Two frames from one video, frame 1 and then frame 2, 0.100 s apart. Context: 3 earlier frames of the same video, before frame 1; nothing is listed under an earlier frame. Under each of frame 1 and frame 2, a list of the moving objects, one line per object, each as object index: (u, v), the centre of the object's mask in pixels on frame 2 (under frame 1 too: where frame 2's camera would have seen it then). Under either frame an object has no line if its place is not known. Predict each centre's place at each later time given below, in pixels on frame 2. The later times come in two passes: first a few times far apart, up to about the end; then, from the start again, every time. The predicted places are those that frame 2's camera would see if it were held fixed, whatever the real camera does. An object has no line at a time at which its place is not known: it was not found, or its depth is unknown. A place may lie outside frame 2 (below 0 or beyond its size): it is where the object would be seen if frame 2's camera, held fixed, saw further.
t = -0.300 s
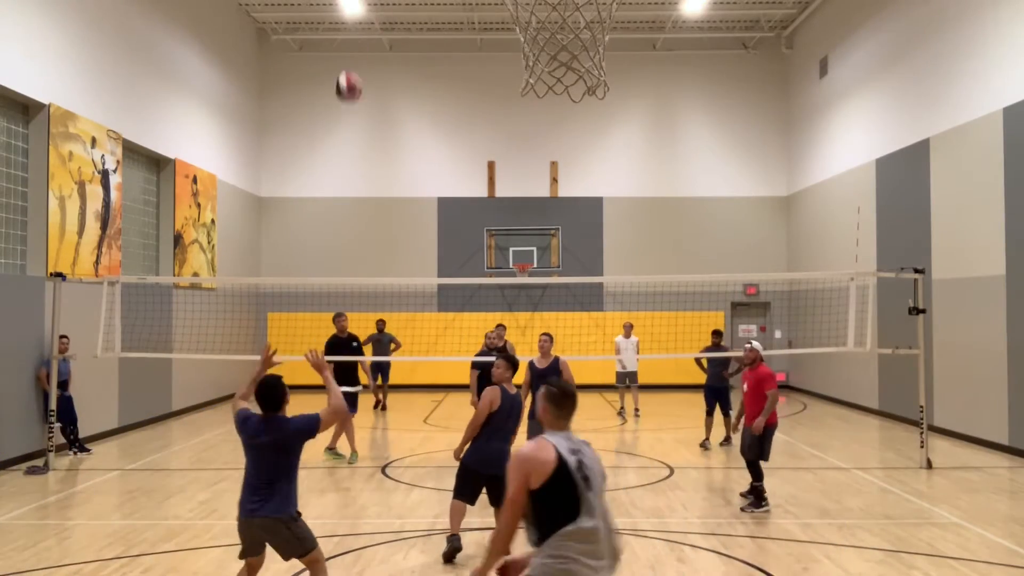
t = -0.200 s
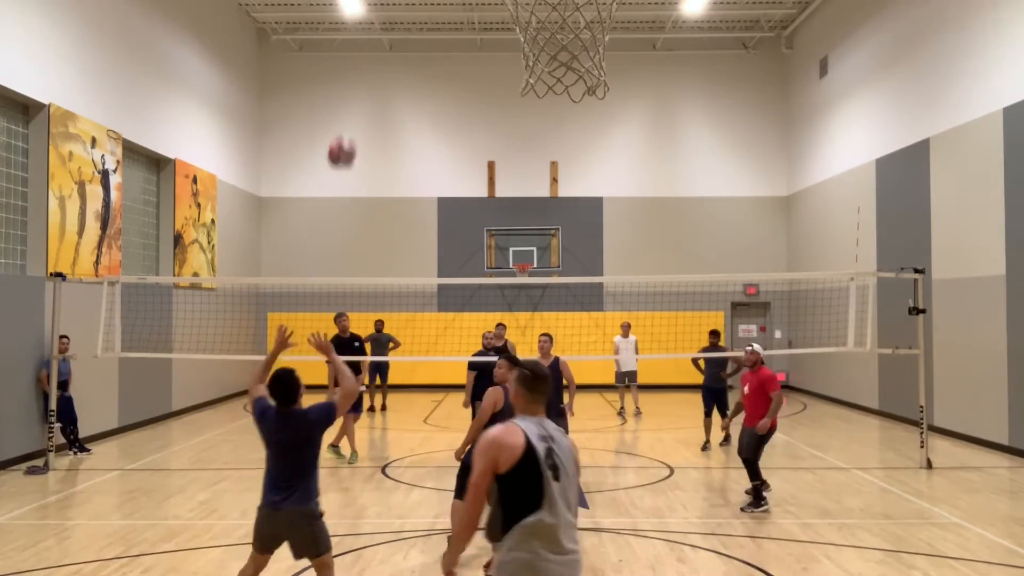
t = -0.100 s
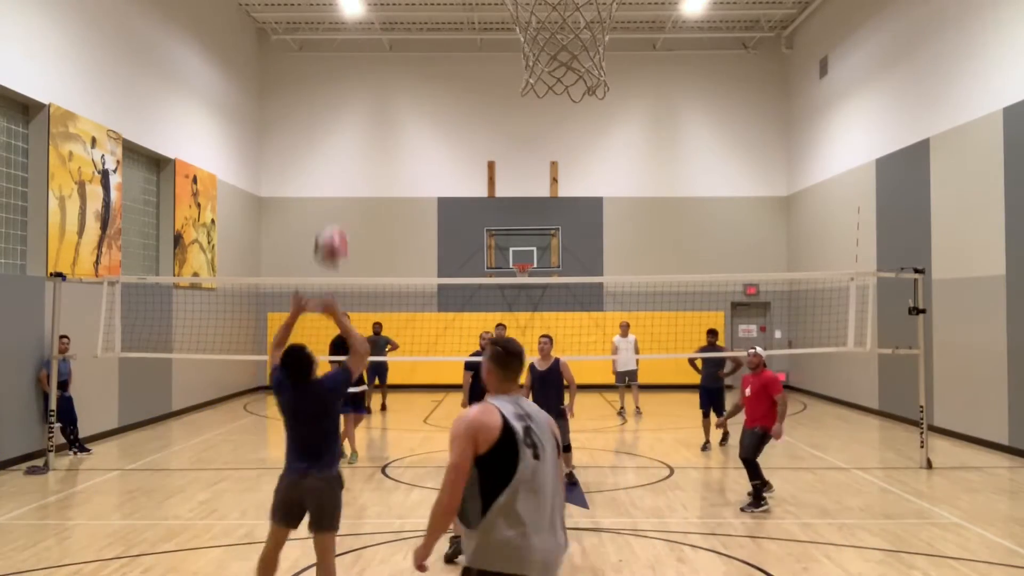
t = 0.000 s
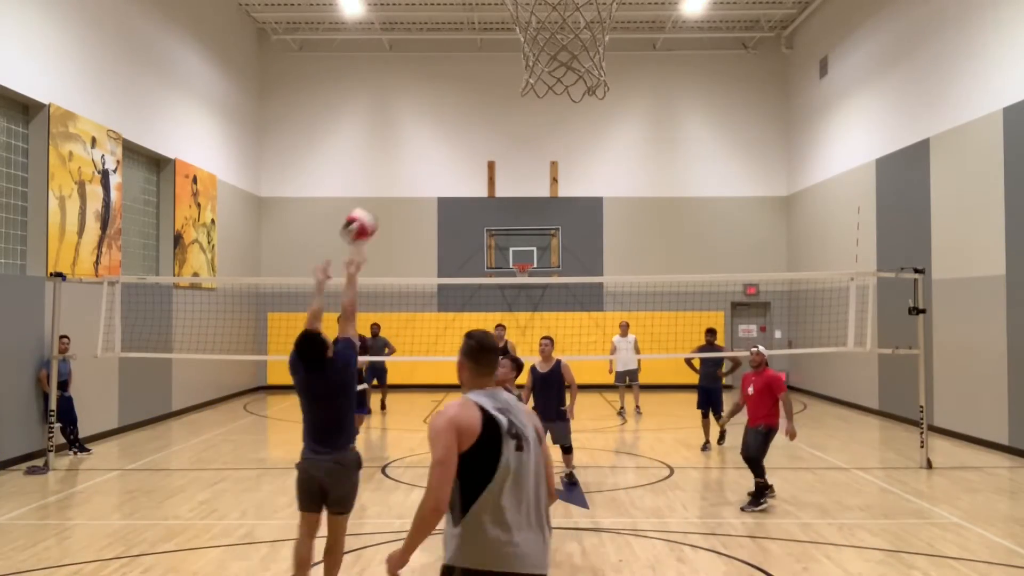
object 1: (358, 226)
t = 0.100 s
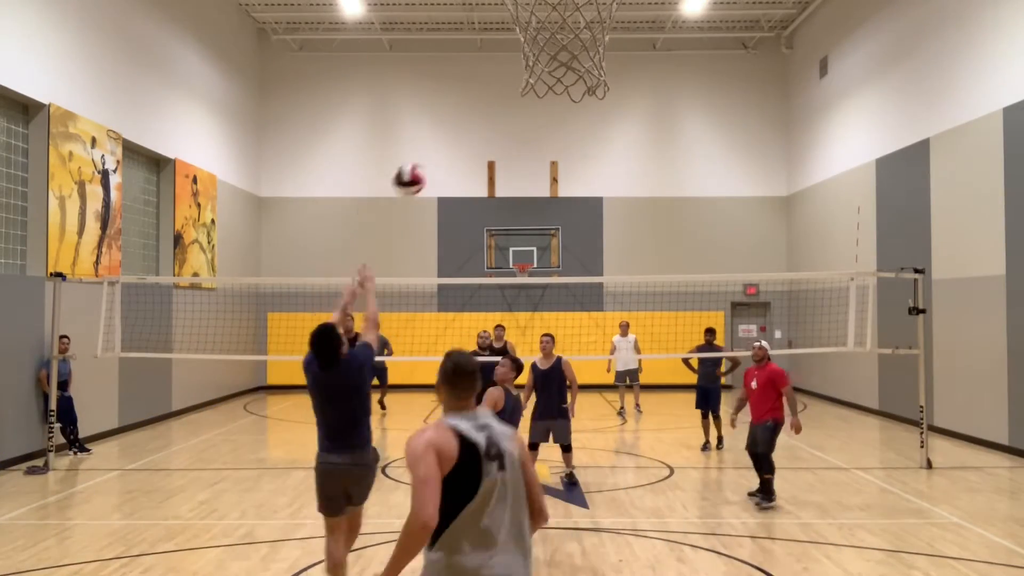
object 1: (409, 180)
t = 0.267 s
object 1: (478, 143)
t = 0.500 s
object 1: (553, 156)
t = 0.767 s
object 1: (620, 236)
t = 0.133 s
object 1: (423, 168)
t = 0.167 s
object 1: (439, 159)
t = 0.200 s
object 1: (452, 151)
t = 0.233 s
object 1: (466, 146)
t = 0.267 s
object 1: (478, 143)
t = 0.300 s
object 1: (490, 141)
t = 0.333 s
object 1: (501, 141)
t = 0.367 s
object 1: (513, 141)
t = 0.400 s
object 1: (523, 143)
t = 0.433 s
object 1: (533, 146)
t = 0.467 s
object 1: (544, 150)
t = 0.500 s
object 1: (553, 156)
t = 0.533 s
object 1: (562, 162)
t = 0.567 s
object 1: (571, 170)
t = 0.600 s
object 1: (580, 180)
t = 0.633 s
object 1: (588, 188)
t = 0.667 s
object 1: (597, 199)
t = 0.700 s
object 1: (604, 210)
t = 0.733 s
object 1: (613, 223)
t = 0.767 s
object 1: (620, 236)
